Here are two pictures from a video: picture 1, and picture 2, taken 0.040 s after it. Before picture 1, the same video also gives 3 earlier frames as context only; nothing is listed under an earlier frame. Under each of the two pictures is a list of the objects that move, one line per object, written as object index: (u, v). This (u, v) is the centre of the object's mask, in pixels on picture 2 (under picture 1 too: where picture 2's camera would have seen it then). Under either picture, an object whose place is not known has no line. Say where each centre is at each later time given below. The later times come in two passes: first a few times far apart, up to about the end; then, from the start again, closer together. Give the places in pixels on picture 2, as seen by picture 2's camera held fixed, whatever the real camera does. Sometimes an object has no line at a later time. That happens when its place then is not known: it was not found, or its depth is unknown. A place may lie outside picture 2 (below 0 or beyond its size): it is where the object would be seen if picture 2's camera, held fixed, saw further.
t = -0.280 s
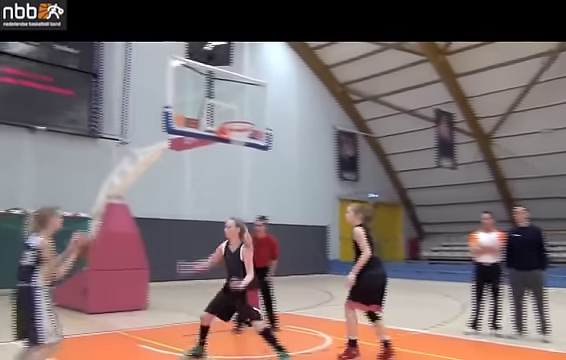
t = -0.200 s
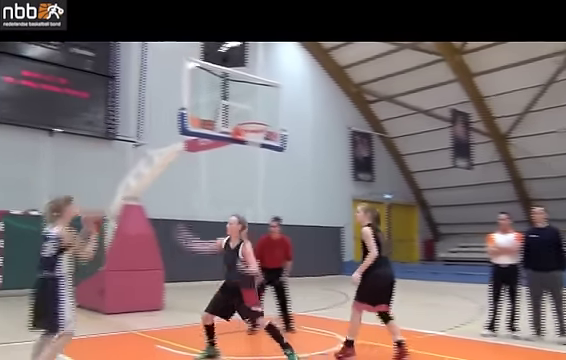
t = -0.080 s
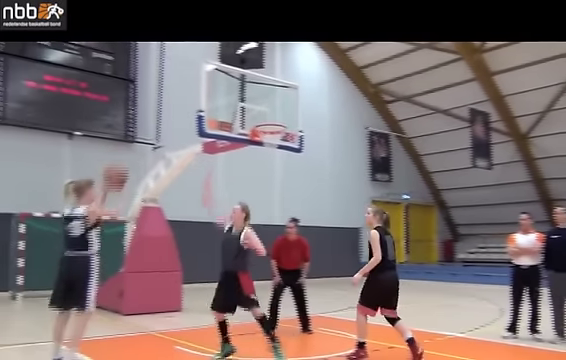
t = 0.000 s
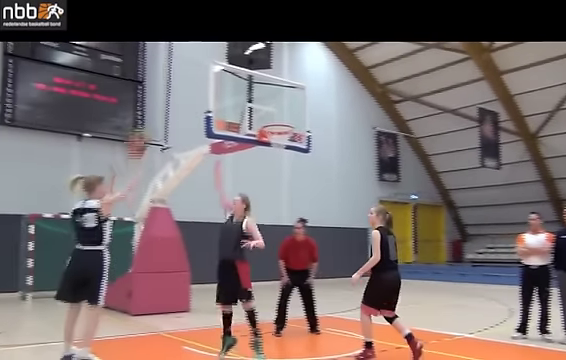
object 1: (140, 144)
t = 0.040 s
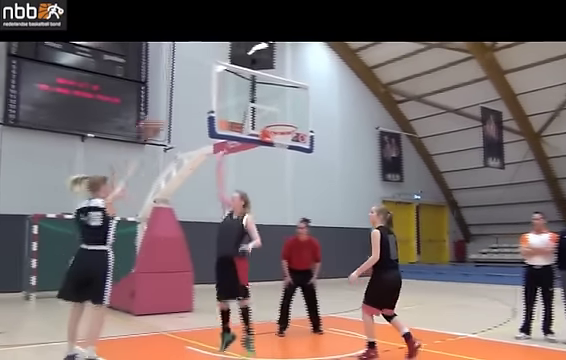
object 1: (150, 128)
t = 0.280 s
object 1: (198, 71)
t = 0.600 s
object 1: (248, 75)
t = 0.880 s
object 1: (275, 109)
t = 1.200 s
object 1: (276, 98)
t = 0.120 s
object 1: (168, 103)
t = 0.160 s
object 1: (178, 93)
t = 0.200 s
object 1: (185, 83)
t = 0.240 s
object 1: (192, 77)
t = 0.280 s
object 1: (198, 71)
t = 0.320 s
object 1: (206, 68)
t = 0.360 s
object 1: (212, 65)
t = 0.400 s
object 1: (218, 64)
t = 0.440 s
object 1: (225, 63)
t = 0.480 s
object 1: (232, 65)
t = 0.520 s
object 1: (237, 66)
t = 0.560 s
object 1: (242, 70)
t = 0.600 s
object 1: (248, 75)
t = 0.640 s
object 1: (252, 81)
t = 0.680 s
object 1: (257, 88)
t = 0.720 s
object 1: (264, 96)
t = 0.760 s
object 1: (268, 104)
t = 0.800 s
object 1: (272, 112)
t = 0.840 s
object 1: (275, 114)
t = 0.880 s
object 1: (275, 109)
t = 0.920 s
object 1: (275, 104)
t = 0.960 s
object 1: (275, 100)
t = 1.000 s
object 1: (275, 97)
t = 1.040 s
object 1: (275, 95)
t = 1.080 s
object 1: (275, 94)
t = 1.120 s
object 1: (276, 94)
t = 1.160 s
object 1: (275, 96)
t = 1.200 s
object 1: (276, 98)
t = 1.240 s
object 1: (276, 102)
